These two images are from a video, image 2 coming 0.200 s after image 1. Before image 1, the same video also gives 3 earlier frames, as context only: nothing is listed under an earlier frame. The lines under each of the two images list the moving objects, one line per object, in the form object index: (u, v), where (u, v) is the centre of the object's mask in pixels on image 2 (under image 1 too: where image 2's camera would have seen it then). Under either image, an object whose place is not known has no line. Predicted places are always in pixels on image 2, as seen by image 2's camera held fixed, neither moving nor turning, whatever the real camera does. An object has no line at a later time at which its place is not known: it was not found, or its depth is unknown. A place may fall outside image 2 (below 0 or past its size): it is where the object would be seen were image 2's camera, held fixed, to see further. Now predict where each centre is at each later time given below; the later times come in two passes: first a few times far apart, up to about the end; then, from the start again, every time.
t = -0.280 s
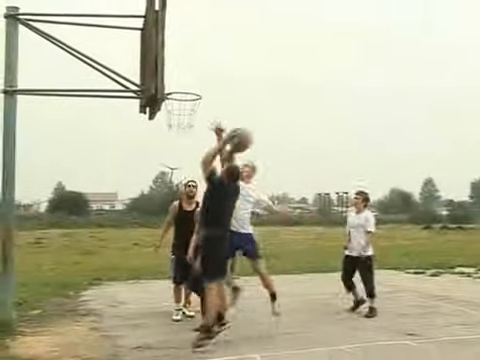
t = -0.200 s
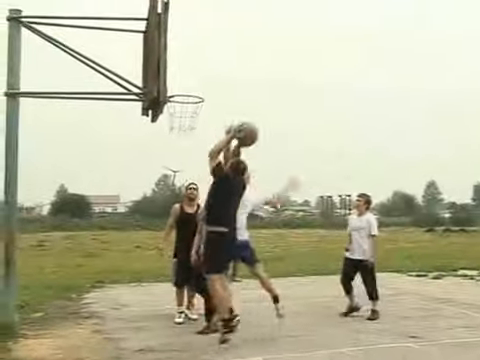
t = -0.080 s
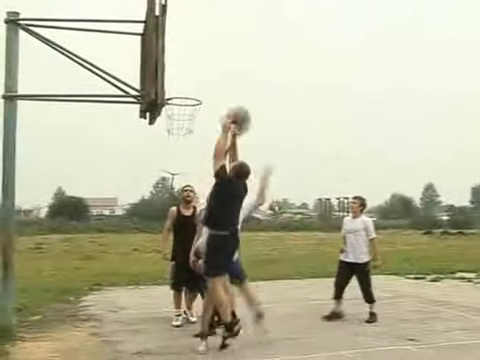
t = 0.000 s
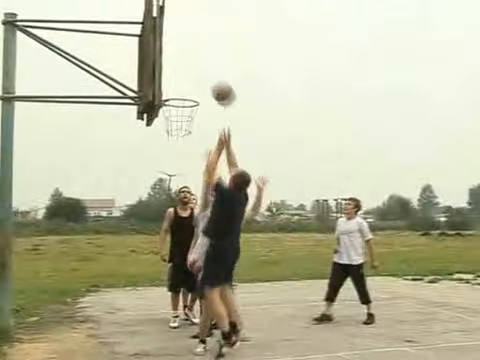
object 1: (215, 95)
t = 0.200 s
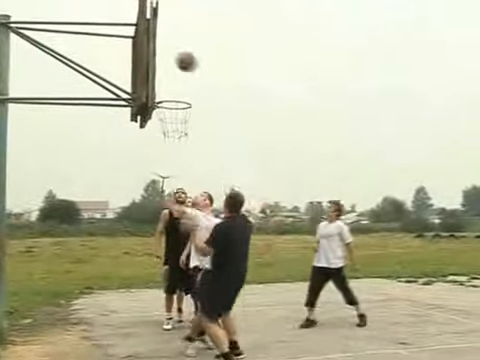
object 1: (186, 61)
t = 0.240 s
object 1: (180, 59)
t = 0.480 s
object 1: (167, 72)
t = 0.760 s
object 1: (178, 104)
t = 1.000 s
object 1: (165, 120)
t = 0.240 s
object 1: (180, 59)
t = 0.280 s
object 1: (176, 58)
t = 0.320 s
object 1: (170, 58)
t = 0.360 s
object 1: (166, 60)
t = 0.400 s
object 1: (163, 63)
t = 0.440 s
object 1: (165, 67)
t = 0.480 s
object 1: (167, 72)
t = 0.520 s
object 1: (171, 79)
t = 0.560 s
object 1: (173, 87)
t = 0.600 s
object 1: (177, 94)
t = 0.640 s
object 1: (179, 102)
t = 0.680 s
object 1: (180, 101)
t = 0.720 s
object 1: (179, 102)
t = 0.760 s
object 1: (178, 104)
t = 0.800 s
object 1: (175, 107)
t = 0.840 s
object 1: (171, 111)
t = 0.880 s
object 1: (169, 113)
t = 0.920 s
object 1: (167, 115)
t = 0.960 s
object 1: (165, 118)
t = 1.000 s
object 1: (165, 120)
